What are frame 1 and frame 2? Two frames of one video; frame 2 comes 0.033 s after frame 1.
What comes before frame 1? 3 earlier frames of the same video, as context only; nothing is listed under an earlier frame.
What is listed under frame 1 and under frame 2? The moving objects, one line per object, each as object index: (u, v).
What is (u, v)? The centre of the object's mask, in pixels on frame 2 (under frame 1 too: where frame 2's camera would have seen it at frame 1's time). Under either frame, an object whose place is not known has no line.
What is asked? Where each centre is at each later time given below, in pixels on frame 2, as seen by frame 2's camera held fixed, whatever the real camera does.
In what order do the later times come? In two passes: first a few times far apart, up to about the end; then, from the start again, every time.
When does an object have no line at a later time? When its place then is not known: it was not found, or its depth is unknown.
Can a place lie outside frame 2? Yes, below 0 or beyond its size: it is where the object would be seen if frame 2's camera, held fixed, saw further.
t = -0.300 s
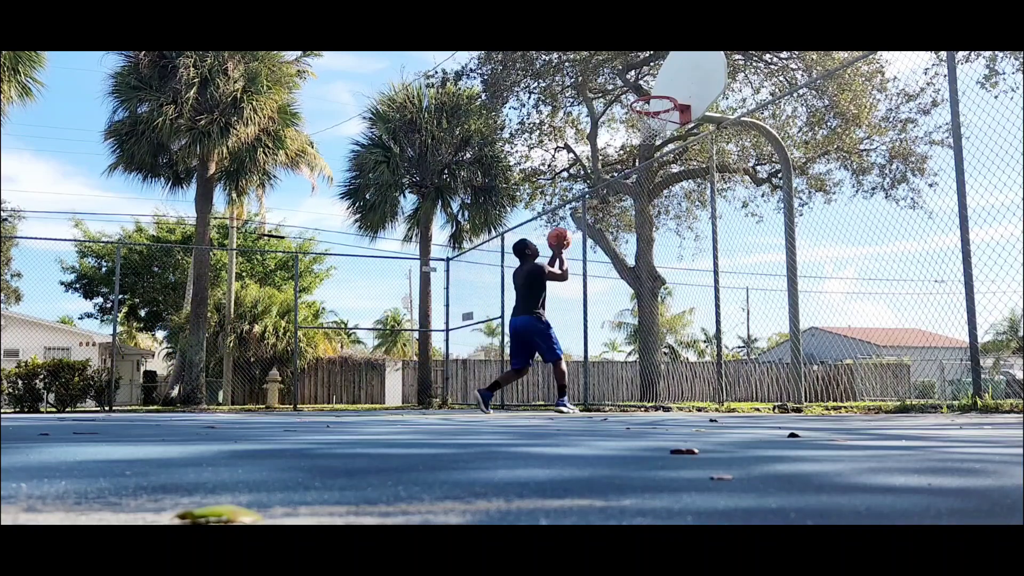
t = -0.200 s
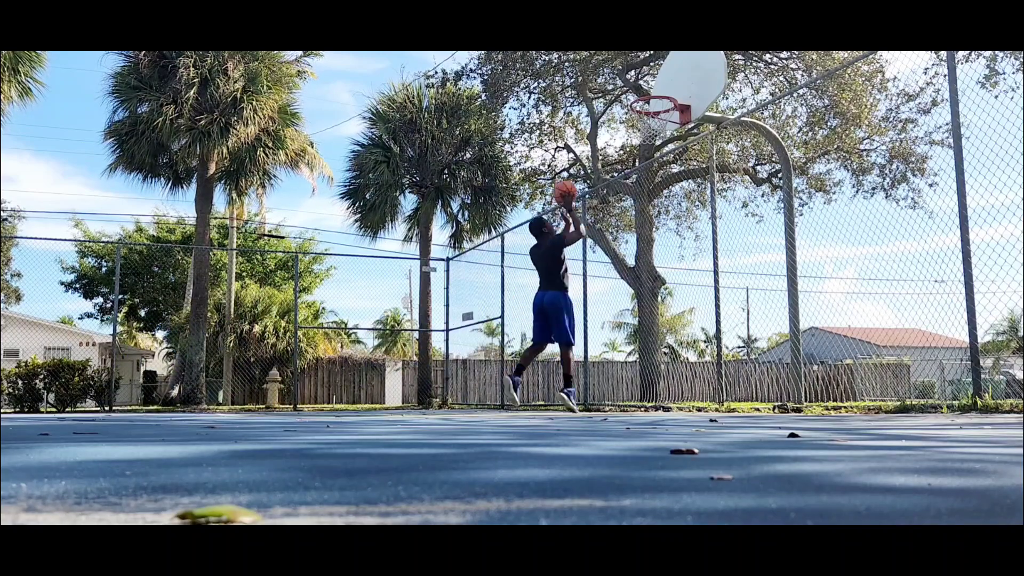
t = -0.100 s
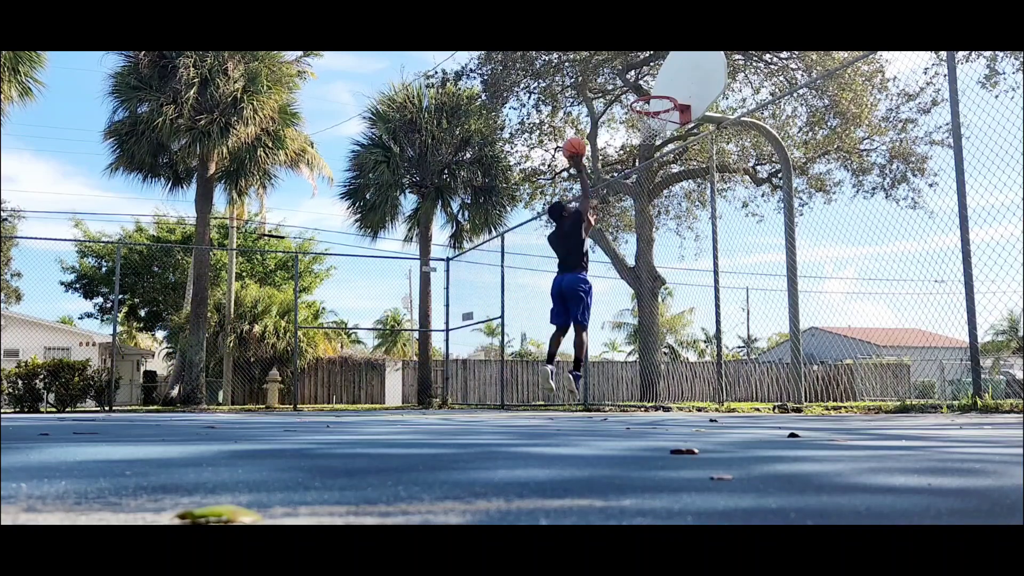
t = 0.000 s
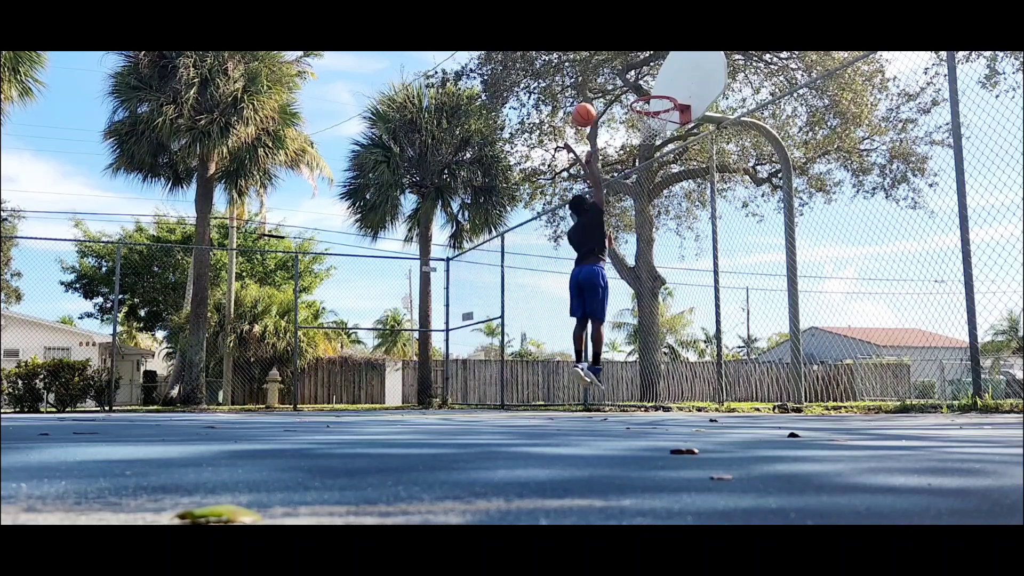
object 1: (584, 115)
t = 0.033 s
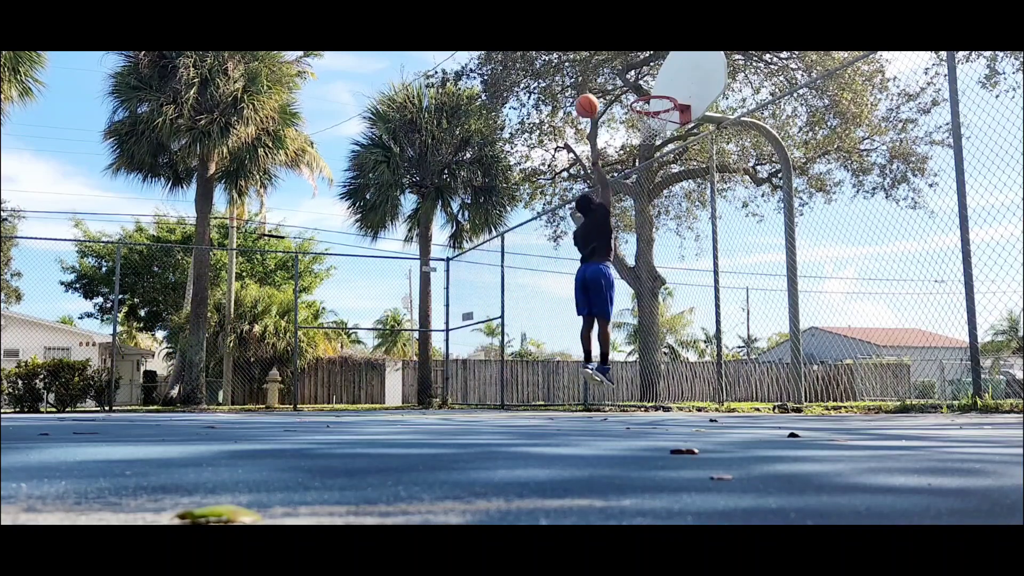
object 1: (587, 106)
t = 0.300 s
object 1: (613, 71)
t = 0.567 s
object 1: (635, 82)
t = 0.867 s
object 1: (643, 85)
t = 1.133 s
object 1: (654, 80)
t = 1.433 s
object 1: (662, 101)
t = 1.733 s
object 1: (642, 130)
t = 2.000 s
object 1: (651, 168)
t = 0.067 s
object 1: (590, 98)
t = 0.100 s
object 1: (593, 91)
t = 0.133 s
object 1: (596, 85)
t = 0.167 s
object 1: (599, 81)
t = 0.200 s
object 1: (603, 77)
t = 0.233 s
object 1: (606, 74)
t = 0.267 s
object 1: (609, 72)
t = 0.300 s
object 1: (613, 71)
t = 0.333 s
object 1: (616, 72)
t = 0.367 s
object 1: (620, 73)
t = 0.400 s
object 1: (623, 75)
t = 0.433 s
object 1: (626, 79)
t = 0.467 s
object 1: (630, 83)
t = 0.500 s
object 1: (633, 89)
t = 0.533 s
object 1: (634, 87)
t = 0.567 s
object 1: (635, 82)
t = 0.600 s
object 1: (636, 78)
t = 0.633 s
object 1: (636, 76)
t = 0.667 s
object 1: (636, 75)
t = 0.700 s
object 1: (637, 75)
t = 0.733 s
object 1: (639, 74)
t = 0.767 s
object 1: (640, 75)
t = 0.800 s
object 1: (641, 78)
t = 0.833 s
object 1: (642, 82)
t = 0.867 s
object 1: (643, 85)
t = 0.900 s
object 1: (644, 84)
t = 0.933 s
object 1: (645, 82)
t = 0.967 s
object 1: (647, 78)
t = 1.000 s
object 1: (648, 77)
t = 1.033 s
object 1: (650, 76)
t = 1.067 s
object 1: (651, 77)
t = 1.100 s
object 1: (653, 78)
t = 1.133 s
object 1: (654, 80)
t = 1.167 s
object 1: (656, 85)
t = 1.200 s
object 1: (658, 88)
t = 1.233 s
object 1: (659, 86)
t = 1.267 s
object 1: (659, 86)
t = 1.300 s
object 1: (659, 86)
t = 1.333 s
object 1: (660, 87)
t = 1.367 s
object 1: (661, 92)
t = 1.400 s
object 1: (661, 96)
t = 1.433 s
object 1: (662, 101)
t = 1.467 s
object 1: (661, 105)
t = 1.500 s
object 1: (659, 107)
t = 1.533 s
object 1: (655, 109)
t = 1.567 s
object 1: (652, 113)
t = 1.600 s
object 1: (649, 118)
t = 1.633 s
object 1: (645, 125)
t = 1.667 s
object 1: (644, 128)
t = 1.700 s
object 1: (643, 129)
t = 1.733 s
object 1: (642, 130)
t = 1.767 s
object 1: (642, 131)
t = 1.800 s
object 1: (643, 139)
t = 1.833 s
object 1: (644, 140)
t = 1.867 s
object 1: (646, 143)
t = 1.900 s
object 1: (647, 147)
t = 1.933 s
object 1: (648, 152)
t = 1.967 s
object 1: (650, 160)
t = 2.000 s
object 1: (651, 168)
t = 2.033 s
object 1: (653, 177)
